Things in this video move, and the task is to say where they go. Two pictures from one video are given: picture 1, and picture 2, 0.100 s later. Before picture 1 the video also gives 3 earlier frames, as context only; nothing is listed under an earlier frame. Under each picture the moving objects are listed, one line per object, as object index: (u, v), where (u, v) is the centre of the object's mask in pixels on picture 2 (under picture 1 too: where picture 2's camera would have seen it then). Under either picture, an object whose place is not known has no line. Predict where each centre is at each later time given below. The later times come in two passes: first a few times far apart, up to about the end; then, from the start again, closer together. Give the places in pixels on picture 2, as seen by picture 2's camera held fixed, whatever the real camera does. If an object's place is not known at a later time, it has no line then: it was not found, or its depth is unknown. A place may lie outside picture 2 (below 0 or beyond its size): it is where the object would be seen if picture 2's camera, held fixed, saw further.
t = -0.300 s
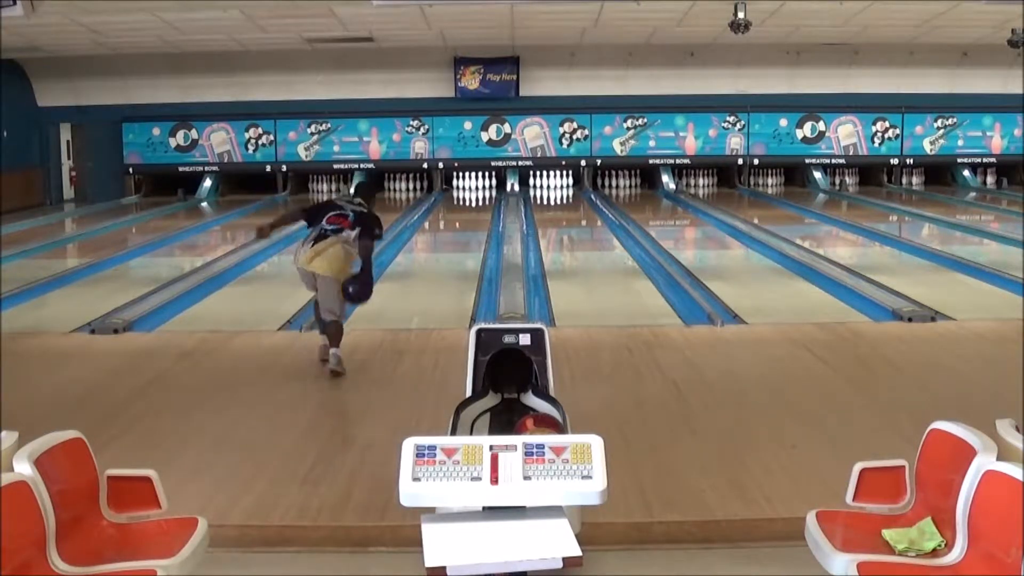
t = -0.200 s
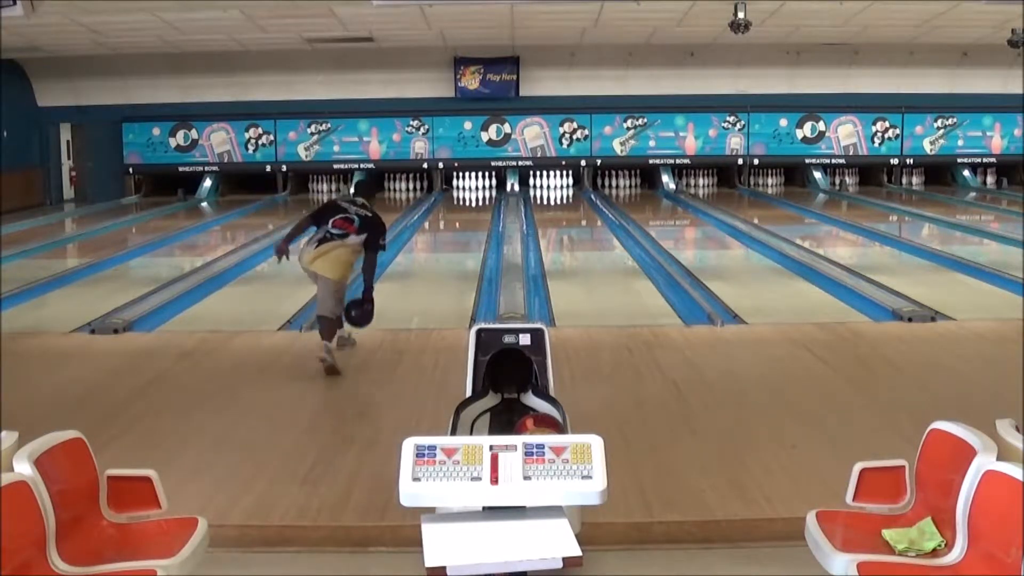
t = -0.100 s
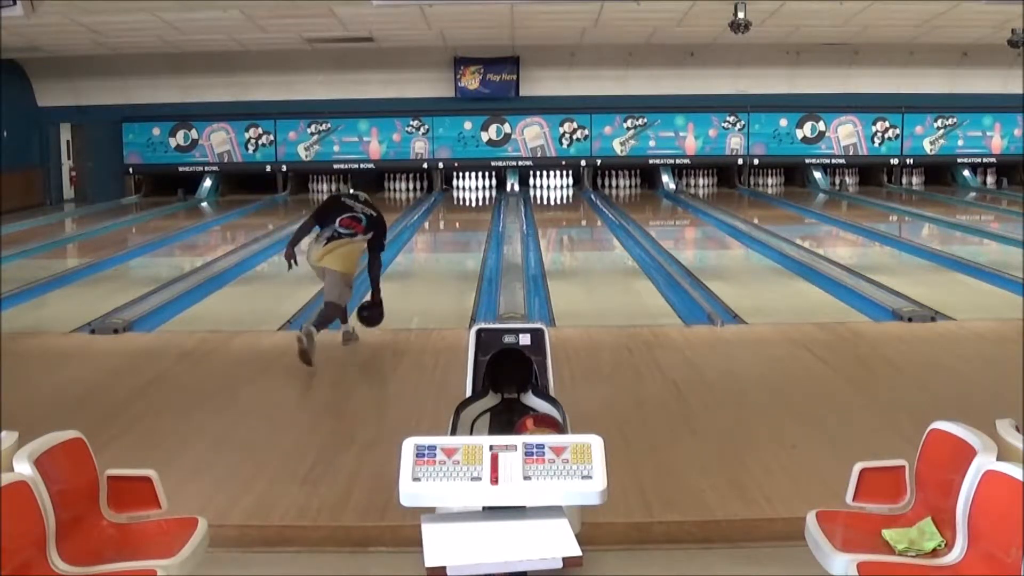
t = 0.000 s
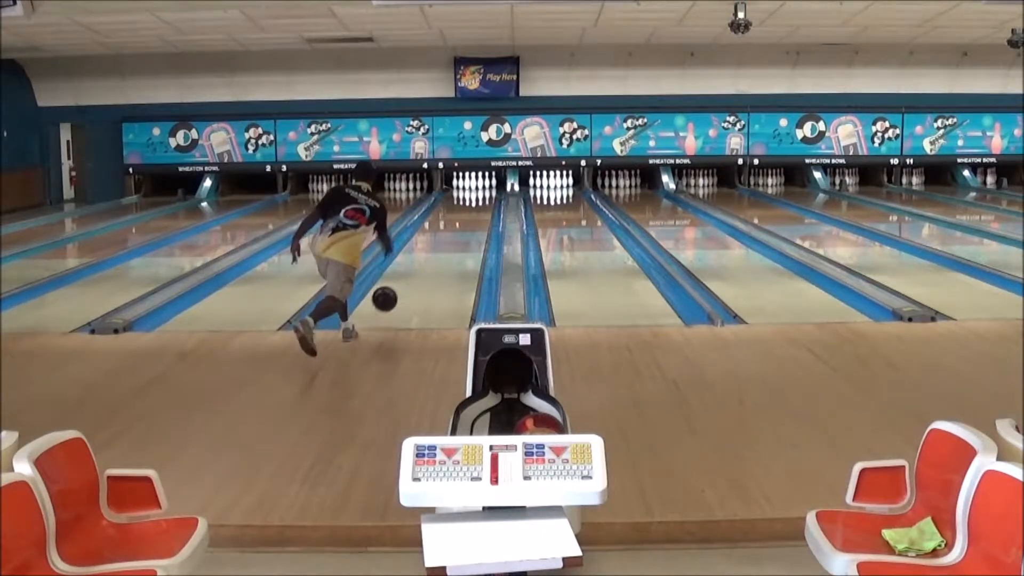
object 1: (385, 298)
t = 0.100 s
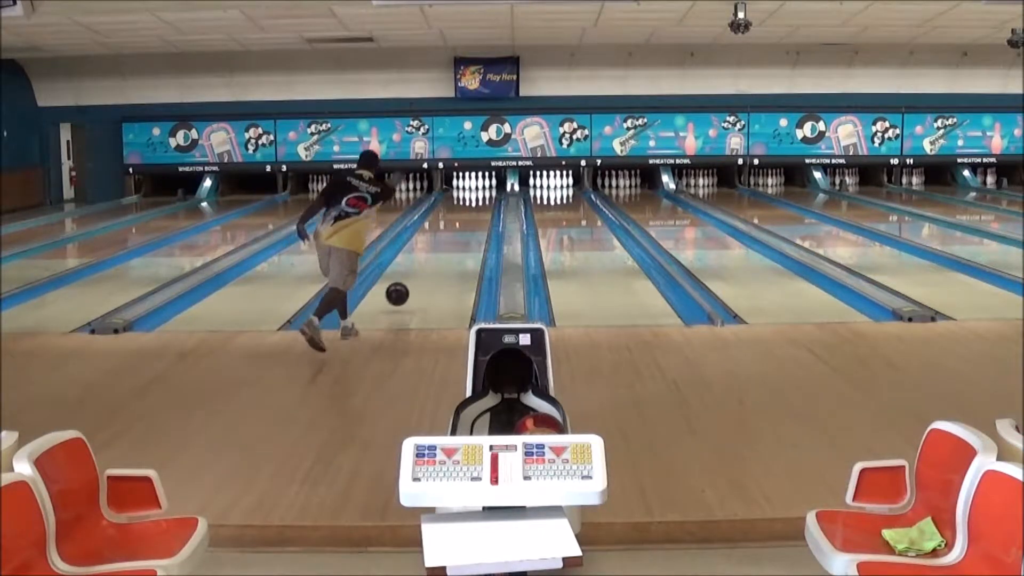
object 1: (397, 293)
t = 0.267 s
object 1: (414, 280)
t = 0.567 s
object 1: (437, 253)
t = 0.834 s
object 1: (451, 237)
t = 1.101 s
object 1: (462, 223)
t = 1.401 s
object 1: (470, 212)
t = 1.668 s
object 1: (476, 203)
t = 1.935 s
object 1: (479, 196)
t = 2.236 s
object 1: (478, 190)
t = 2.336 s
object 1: (477, 188)
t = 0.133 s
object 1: (401, 294)
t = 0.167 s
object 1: (405, 291)
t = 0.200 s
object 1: (408, 287)
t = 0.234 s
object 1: (411, 283)
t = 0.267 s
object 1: (414, 280)
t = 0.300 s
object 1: (417, 276)
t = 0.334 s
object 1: (420, 273)
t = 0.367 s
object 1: (423, 270)
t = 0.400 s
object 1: (425, 267)
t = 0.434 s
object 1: (428, 264)
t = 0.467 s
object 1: (430, 261)
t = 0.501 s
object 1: (433, 259)
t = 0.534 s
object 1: (435, 256)
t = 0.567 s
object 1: (437, 253)
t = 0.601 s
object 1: (439, 251)
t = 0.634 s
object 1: (441, 249)
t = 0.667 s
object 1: (443, 247)
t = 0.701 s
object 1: (445, 245)
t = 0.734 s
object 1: (447, 243)
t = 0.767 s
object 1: (448, 241)
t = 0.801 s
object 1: (450, 239)
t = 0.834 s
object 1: (451, 237)
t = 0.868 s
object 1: (453, 235)
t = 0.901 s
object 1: (454, 233)
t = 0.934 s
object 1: (456, 231)
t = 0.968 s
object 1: (457, 230)
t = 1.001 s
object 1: (458, 228)
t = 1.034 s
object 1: (459, 227)
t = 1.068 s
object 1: (461, 225)
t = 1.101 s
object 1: (462, 223)
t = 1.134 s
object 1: (463, 221)
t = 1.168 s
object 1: (464, 221)
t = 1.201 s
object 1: (465, 220)
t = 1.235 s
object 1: (466, 218)
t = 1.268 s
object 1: (467, 217)
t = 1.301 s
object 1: (468, 216)
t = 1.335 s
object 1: (469, 215)
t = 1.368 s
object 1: (469, 214)
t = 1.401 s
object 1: (470, 212)
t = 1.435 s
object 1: (471, 211)
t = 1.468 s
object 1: (472, 210)
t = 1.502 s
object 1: (472, 208)
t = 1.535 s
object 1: (473, 207)
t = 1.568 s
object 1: (474, 206)
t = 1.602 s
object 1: (475, 205)
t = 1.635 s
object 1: (475, 204)
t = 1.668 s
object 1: (476, 203)
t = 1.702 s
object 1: (476, 203)
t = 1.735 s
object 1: (476, 202)
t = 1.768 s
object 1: (476, 200)
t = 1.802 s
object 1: (477, 200)
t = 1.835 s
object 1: (477, 199)
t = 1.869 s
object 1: (478, 198)
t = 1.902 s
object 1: (478, 197)
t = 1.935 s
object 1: (479, 196)
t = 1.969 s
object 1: (479, 195)
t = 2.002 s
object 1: (479, 195)
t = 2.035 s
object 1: (479, 194)
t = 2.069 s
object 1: (479, 194)
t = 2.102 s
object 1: (479, 192)
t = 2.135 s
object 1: (479, 192)
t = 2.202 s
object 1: (478, 191)
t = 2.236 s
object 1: (478, 190)
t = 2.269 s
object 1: (478, 190)
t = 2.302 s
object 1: (477, 189)
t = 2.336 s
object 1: (477, 188)
